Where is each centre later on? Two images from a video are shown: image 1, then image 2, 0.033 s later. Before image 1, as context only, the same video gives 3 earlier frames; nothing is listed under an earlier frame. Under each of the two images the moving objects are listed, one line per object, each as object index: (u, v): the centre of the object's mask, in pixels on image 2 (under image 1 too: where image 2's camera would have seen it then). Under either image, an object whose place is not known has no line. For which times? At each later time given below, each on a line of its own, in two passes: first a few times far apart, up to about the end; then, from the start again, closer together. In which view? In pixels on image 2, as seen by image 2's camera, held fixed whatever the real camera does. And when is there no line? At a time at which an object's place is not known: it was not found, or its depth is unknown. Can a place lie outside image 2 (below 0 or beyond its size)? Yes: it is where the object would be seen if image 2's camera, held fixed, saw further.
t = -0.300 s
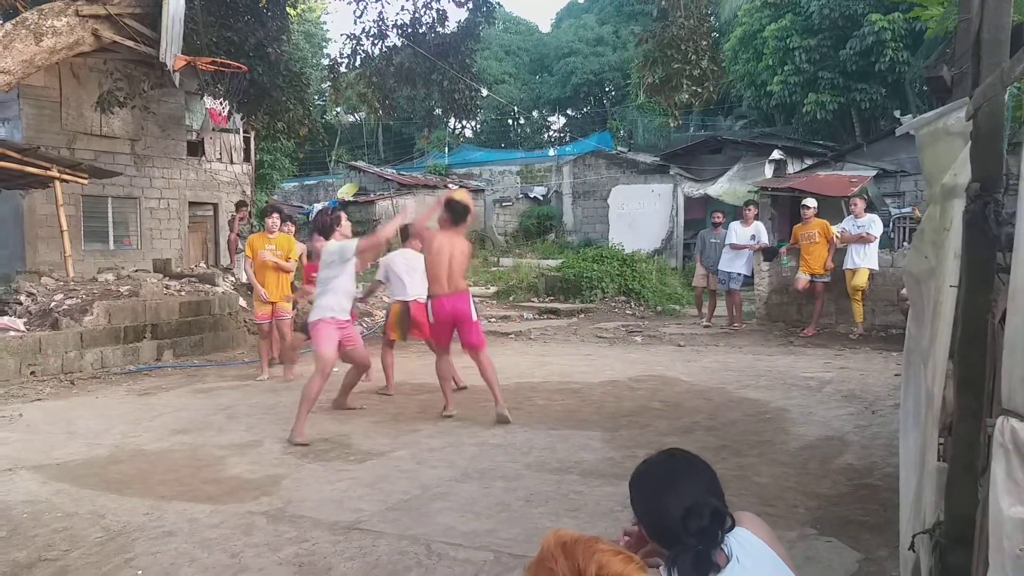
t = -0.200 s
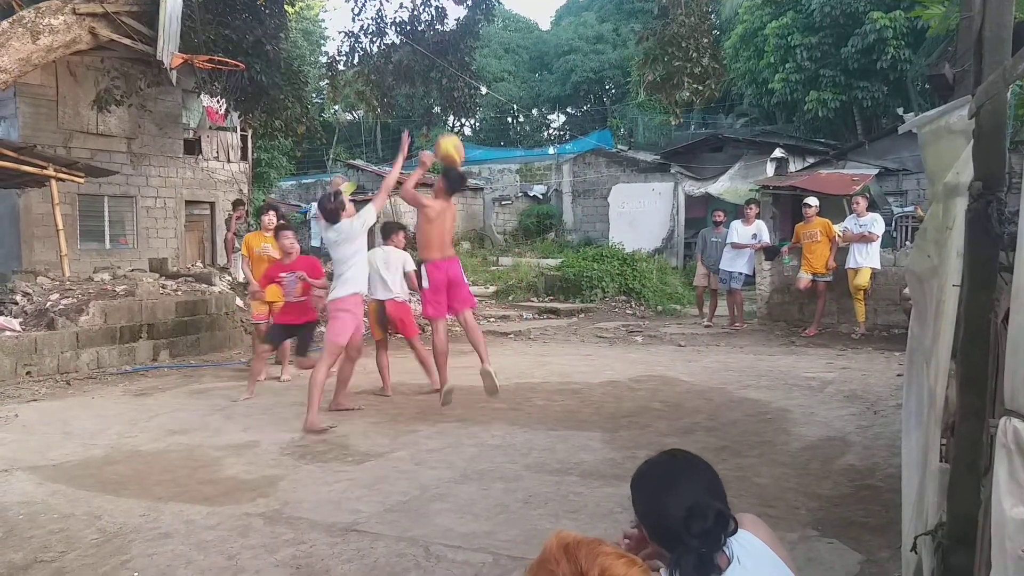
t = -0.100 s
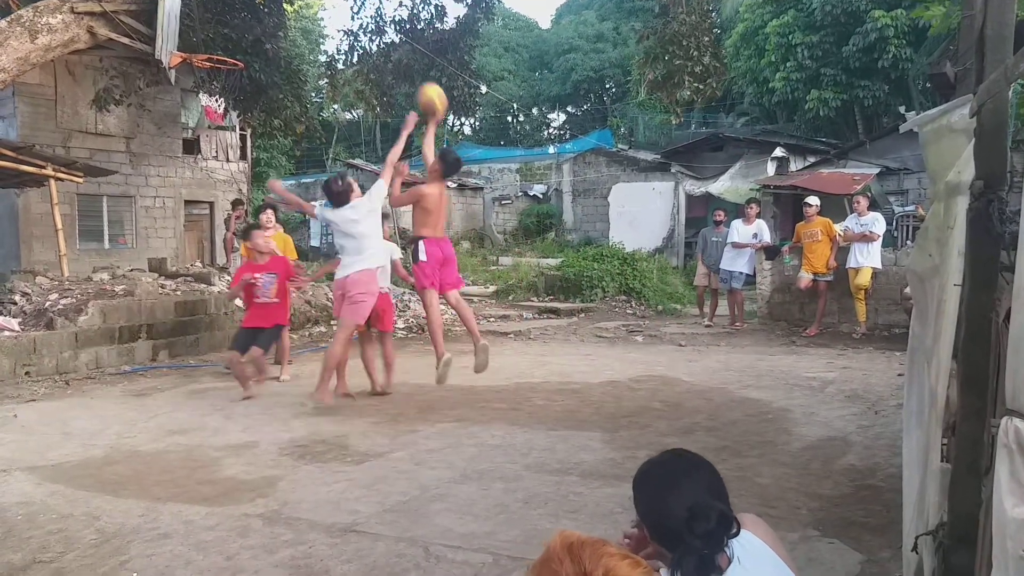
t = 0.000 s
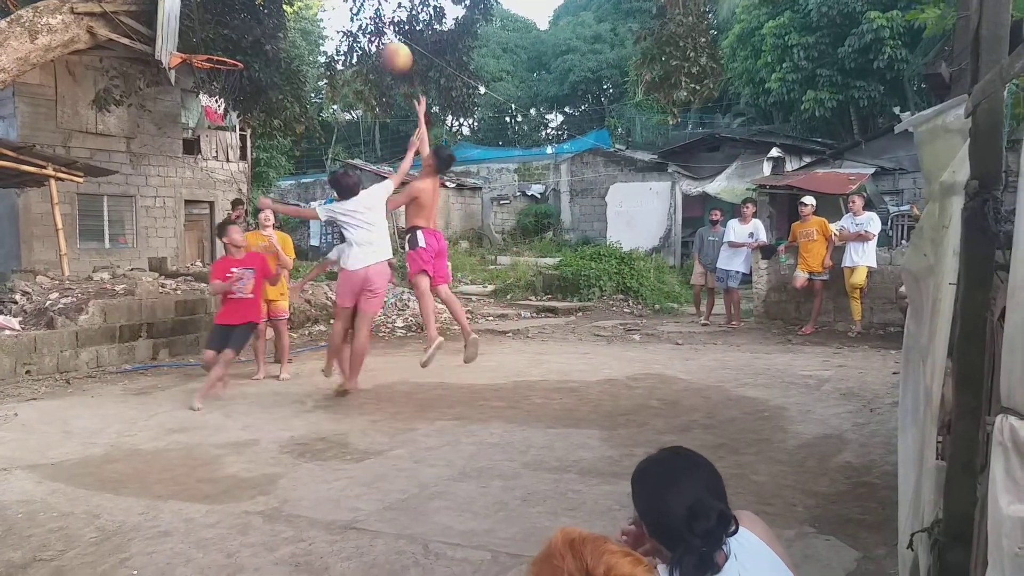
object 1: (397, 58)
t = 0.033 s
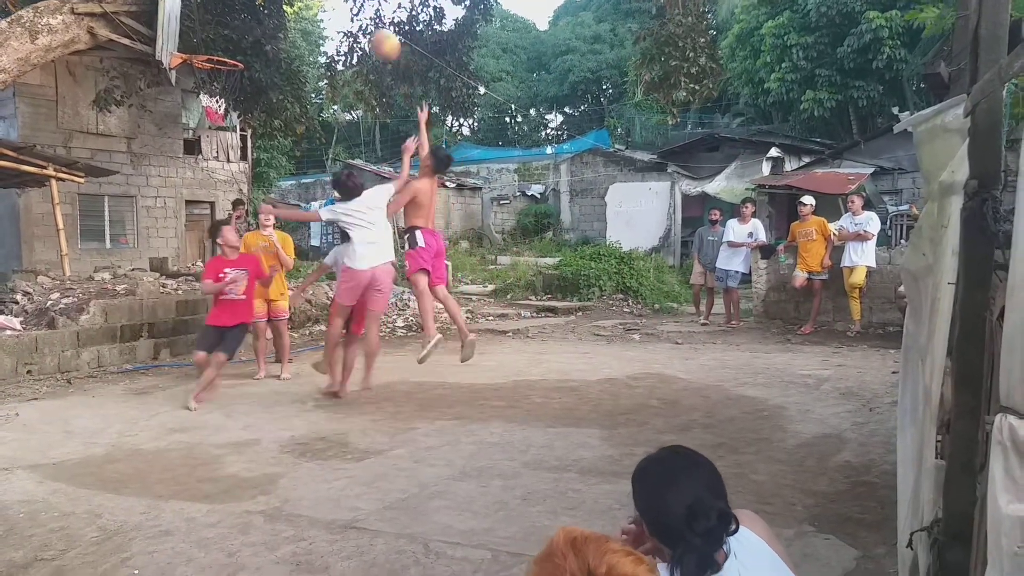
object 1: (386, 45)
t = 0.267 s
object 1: (305, 7)
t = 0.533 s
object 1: (216, 31)
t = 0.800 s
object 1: (268, 45)
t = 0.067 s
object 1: (373, 34)
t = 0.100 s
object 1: (362, 26)
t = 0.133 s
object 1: (350, 19)
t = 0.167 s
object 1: (338, 13)
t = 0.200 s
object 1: (325, 10)
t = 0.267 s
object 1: (305, 7)
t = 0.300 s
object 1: (293, 6)
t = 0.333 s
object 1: (281, 6)
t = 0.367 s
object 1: (270, 7)
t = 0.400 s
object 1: (260, 9)
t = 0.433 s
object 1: (248, 11)
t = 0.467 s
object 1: (237, 16)
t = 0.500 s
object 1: (227, 23)
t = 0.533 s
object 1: (216, 31)
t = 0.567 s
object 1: (206, 40)
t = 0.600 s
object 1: (200, 47)
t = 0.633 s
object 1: (211, 45)
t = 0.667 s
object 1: (223, 42)
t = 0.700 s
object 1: (234, 41)
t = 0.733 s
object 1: (245, 41)
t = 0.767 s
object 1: (257, 42)
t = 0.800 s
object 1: (268, 45)
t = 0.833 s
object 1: (279, 48)
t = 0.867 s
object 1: (290, 53)
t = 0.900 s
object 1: (301, 58)
